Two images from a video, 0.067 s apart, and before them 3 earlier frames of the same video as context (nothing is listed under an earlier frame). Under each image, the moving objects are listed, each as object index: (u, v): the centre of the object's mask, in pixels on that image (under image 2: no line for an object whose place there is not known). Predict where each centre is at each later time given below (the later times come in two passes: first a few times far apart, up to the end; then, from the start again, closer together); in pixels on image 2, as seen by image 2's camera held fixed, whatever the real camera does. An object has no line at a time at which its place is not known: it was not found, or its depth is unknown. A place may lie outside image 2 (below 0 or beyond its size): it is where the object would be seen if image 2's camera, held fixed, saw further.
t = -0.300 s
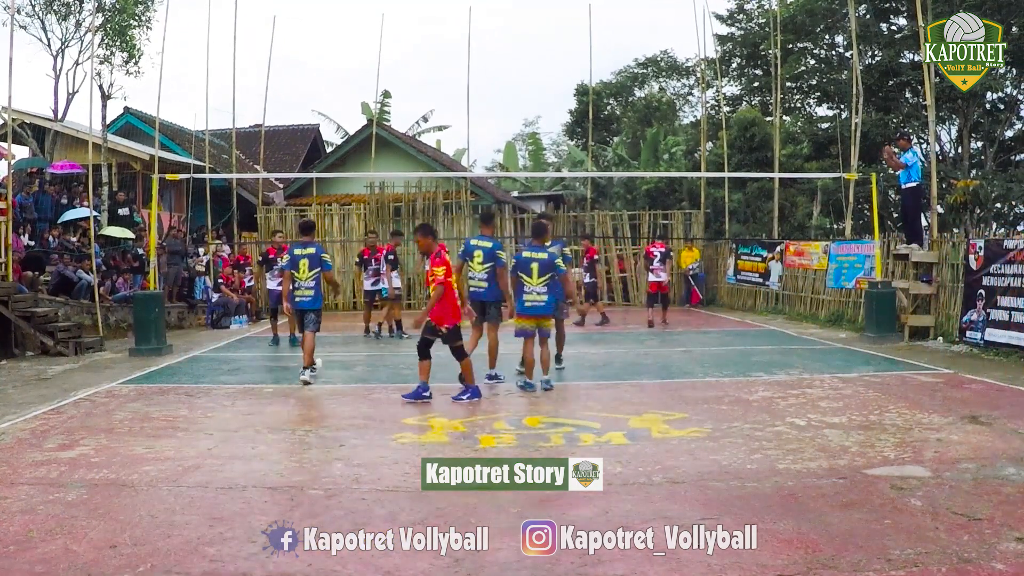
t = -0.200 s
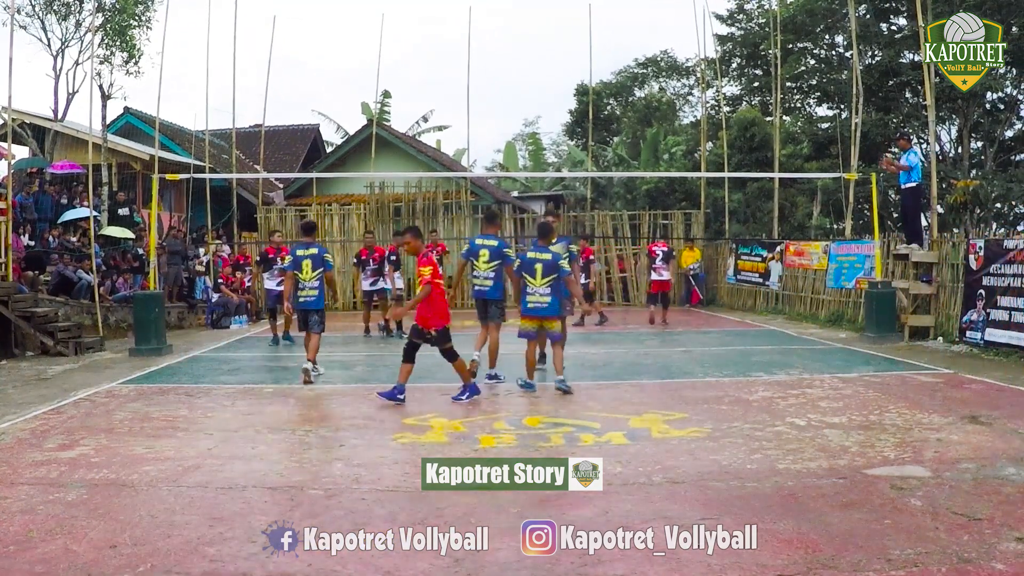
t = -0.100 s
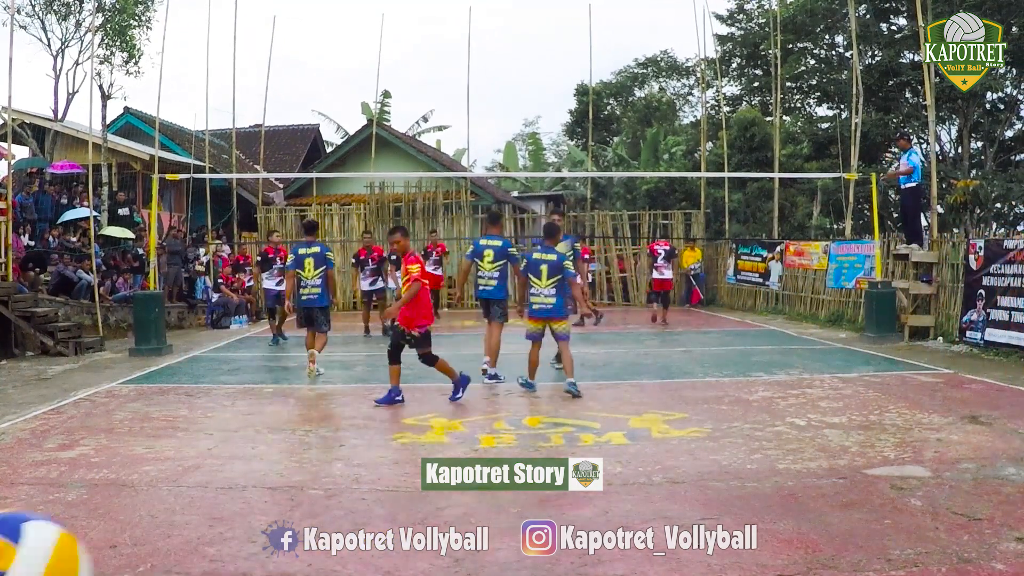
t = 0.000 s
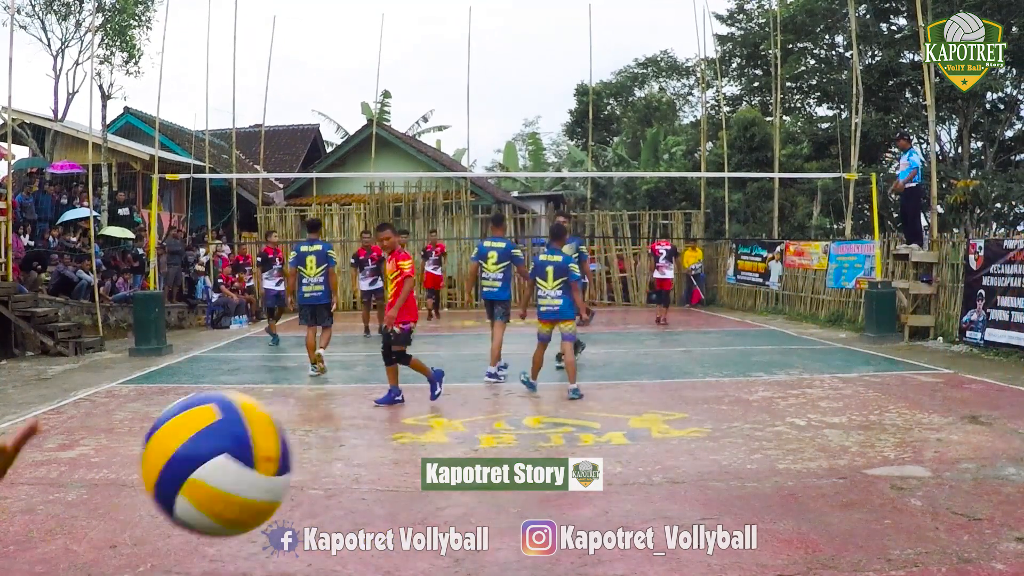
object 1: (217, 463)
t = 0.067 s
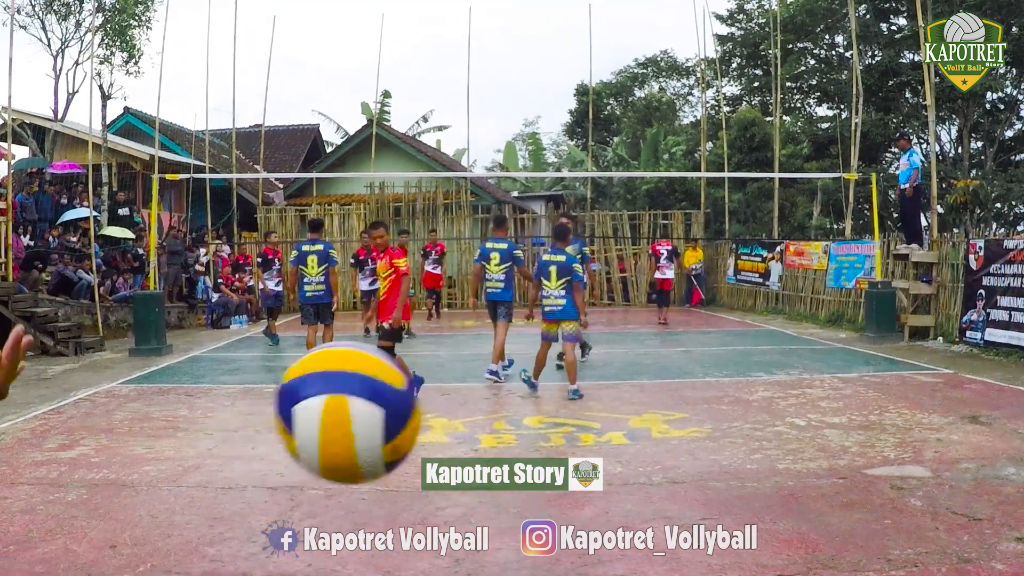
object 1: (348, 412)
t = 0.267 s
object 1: (675, 421)
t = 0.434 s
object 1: (853, 545)
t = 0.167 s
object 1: (526, 389)
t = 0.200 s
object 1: (580, 394)
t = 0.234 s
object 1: (629, 405)
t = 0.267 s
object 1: (675, 421)
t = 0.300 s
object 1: (718, 441)
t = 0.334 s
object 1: (757, 467)
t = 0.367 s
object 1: (793, 494)
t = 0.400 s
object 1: (824, 525)
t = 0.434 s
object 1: (853, 545)
